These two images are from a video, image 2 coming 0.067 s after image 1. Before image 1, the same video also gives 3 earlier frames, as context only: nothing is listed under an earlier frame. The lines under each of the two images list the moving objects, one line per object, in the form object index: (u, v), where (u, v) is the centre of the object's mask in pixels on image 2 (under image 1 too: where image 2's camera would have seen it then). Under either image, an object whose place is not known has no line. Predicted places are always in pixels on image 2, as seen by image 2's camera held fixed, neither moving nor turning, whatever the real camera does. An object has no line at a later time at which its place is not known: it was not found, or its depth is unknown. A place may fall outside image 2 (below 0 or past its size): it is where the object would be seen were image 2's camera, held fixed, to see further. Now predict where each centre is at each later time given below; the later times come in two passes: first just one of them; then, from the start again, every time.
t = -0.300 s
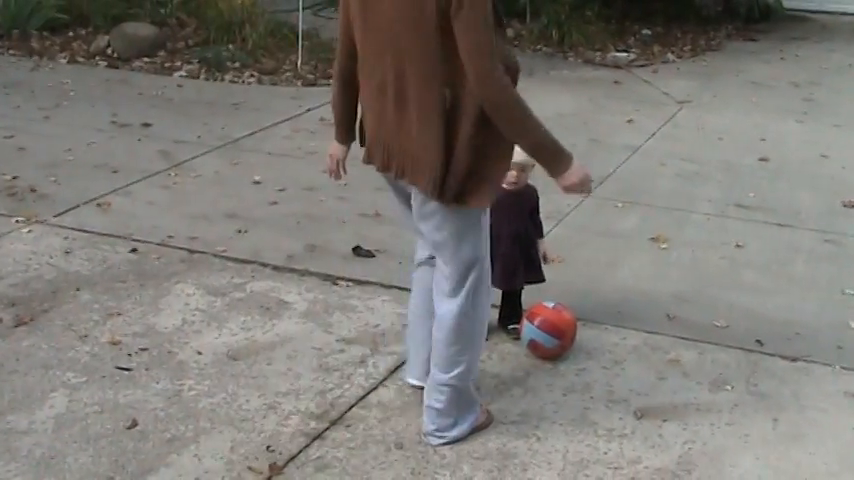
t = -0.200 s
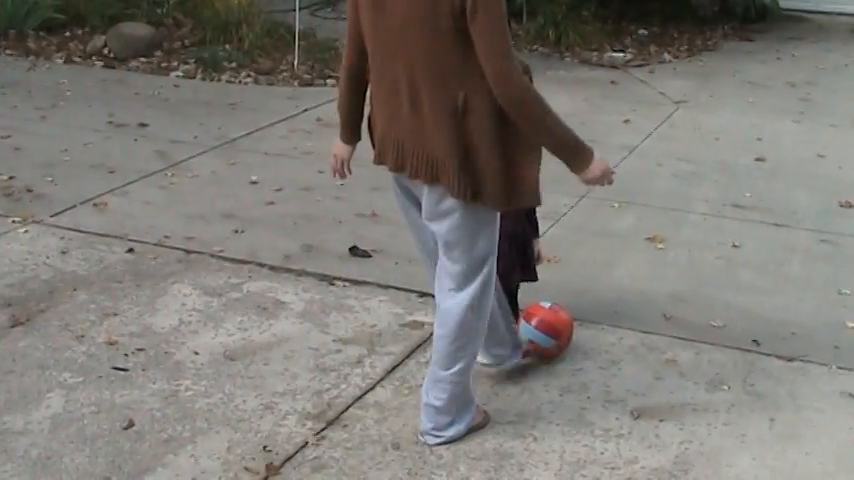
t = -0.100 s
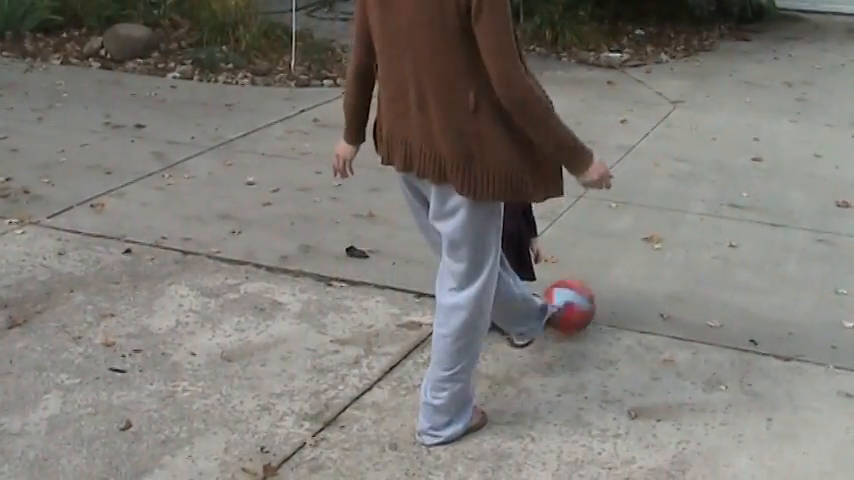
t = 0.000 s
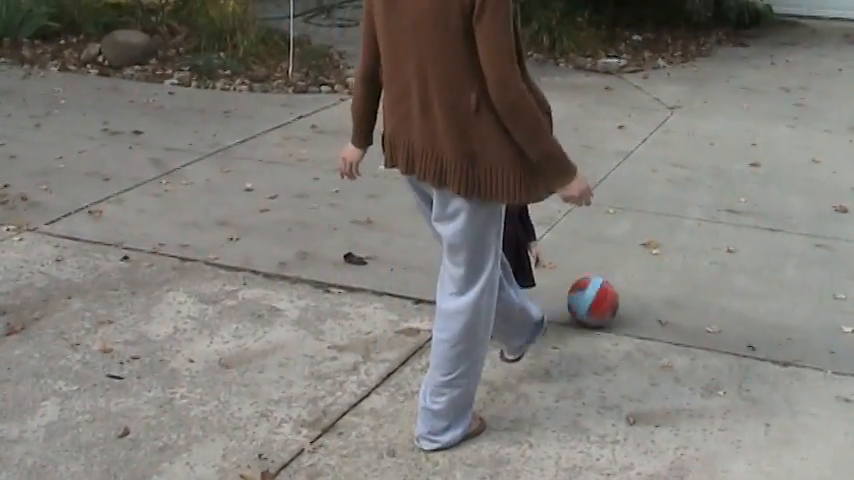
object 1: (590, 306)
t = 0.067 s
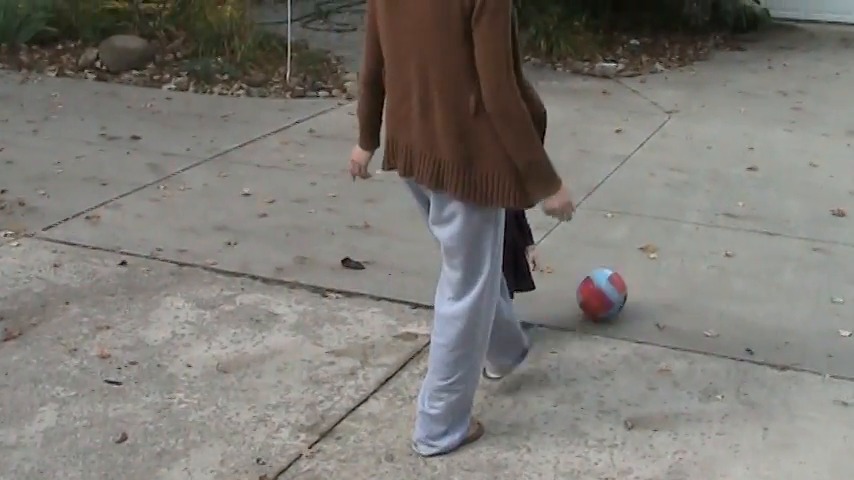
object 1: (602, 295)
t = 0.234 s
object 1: (622, 278)
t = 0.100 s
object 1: (606, 292)
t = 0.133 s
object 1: (610, 289)
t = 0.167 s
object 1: (615, 283)
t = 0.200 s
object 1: (619, 281)
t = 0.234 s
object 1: (622, 278)
